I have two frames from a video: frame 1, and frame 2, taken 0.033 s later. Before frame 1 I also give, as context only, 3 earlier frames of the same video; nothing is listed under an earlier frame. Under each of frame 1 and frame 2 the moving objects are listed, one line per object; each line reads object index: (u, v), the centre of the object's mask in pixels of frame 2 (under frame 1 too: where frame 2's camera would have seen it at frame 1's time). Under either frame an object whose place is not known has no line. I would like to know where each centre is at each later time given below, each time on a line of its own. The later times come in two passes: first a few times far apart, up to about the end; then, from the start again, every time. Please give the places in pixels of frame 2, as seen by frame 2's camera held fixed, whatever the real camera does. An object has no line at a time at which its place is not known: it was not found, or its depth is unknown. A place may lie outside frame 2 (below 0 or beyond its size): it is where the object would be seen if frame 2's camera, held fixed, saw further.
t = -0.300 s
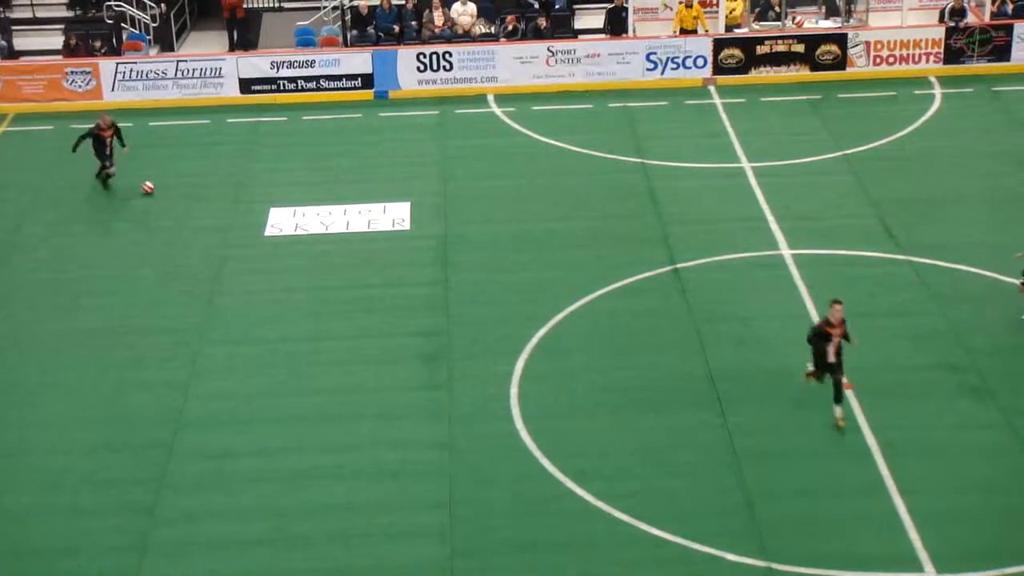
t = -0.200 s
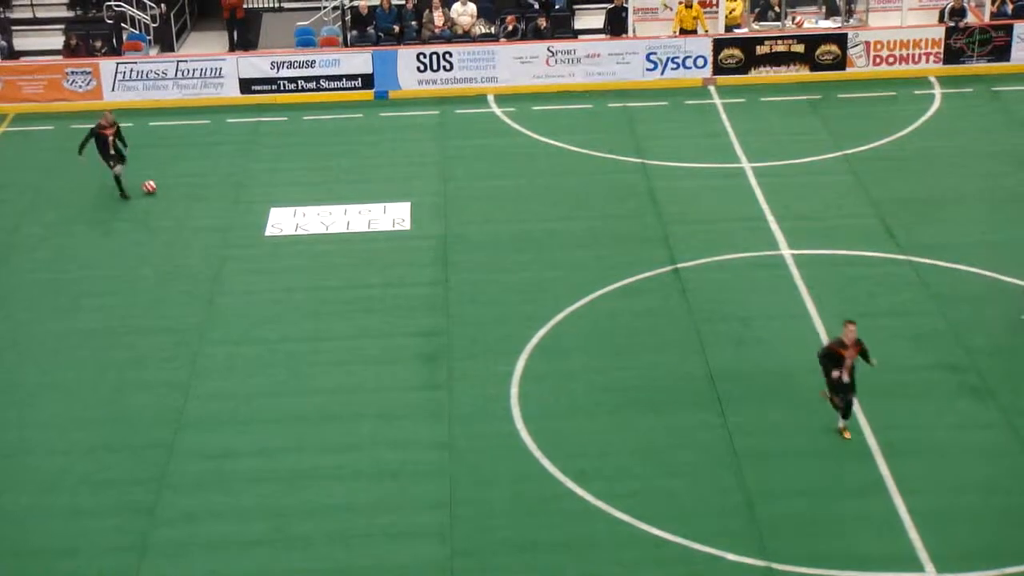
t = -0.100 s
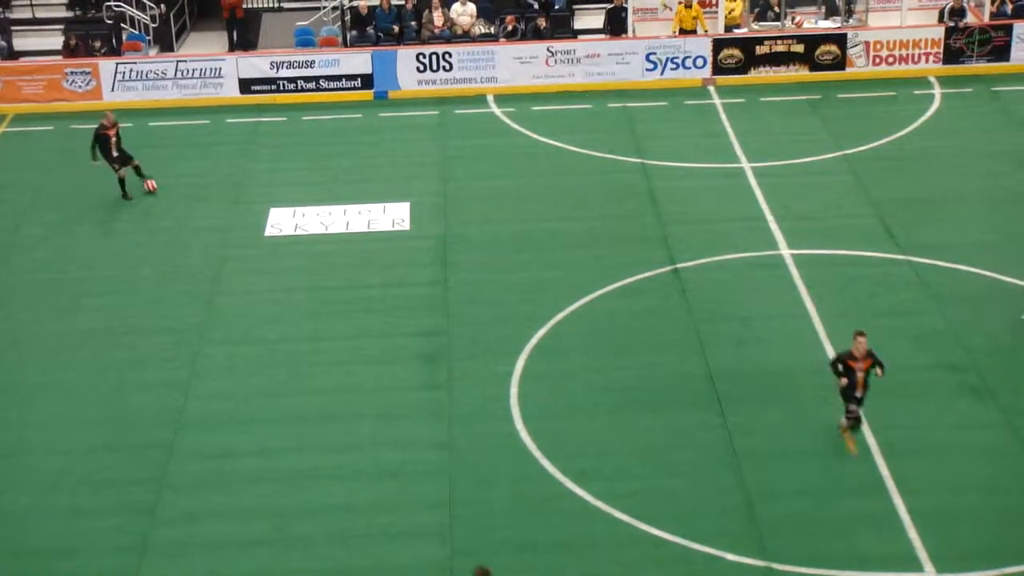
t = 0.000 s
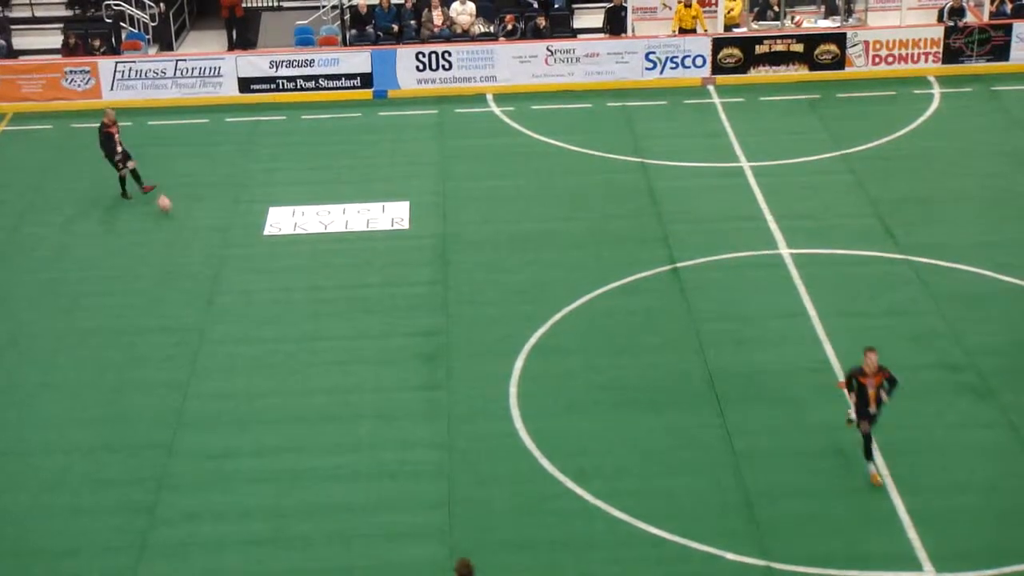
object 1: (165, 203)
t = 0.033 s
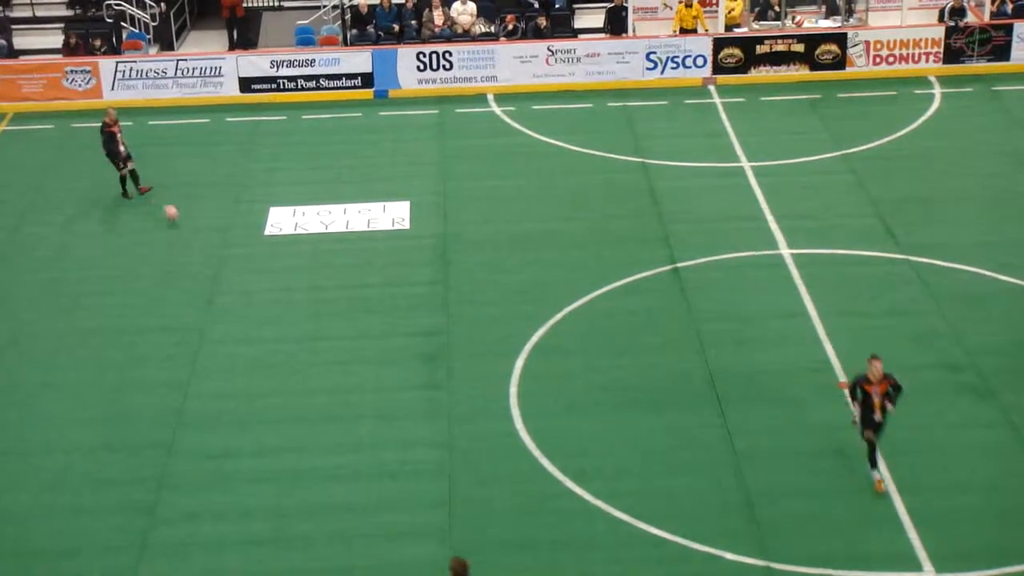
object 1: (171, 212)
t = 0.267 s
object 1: (216, 282)
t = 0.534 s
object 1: (266, 369)
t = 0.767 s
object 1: (310, 447)
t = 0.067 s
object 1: (178, 222)
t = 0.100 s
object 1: (184, 233)
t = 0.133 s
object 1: (191, 244)
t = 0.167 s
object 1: (197, 257)
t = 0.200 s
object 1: (204, 267)
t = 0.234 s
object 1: (209, 274)
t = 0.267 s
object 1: (216, 282)
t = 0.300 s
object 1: (222, 291)
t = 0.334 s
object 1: (228, 300)
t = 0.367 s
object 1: (234, 311)
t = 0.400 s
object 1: (240, 323)
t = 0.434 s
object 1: (248, 336)
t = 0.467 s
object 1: (253, 350)
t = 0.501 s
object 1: (260, 362)
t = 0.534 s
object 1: (266, 369)
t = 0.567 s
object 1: (271, 377)
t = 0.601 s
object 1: (277, 385)
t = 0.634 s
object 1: (284, 397)
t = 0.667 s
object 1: (289, 407)
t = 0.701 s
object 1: (296, 420)
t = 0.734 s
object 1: (304, 433)
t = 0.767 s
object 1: (310, 447)
